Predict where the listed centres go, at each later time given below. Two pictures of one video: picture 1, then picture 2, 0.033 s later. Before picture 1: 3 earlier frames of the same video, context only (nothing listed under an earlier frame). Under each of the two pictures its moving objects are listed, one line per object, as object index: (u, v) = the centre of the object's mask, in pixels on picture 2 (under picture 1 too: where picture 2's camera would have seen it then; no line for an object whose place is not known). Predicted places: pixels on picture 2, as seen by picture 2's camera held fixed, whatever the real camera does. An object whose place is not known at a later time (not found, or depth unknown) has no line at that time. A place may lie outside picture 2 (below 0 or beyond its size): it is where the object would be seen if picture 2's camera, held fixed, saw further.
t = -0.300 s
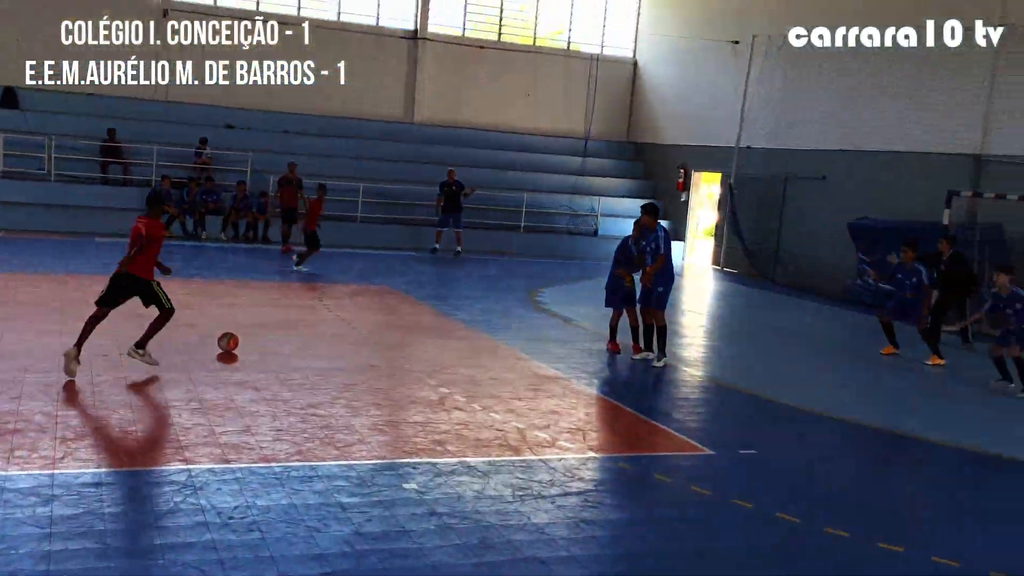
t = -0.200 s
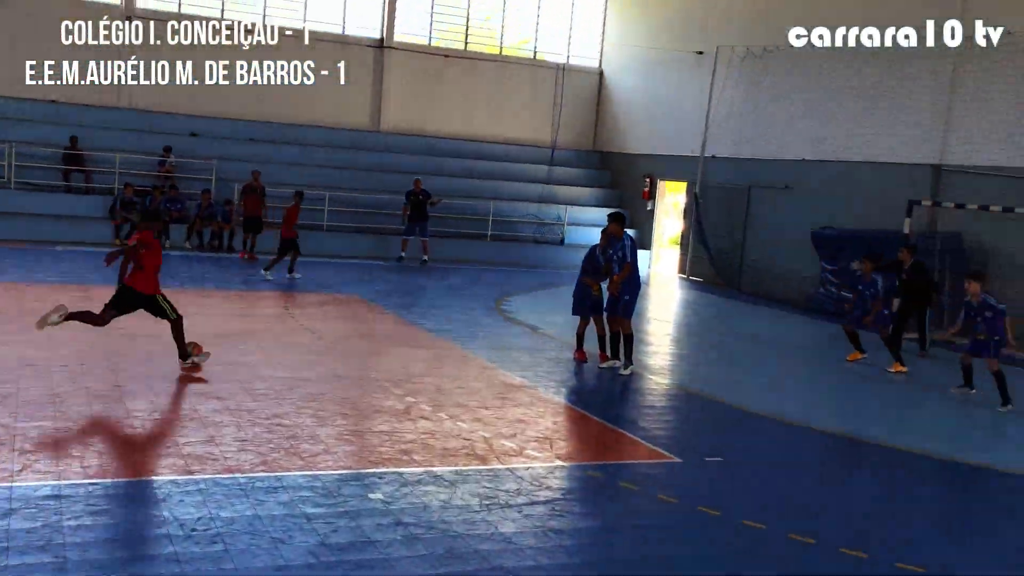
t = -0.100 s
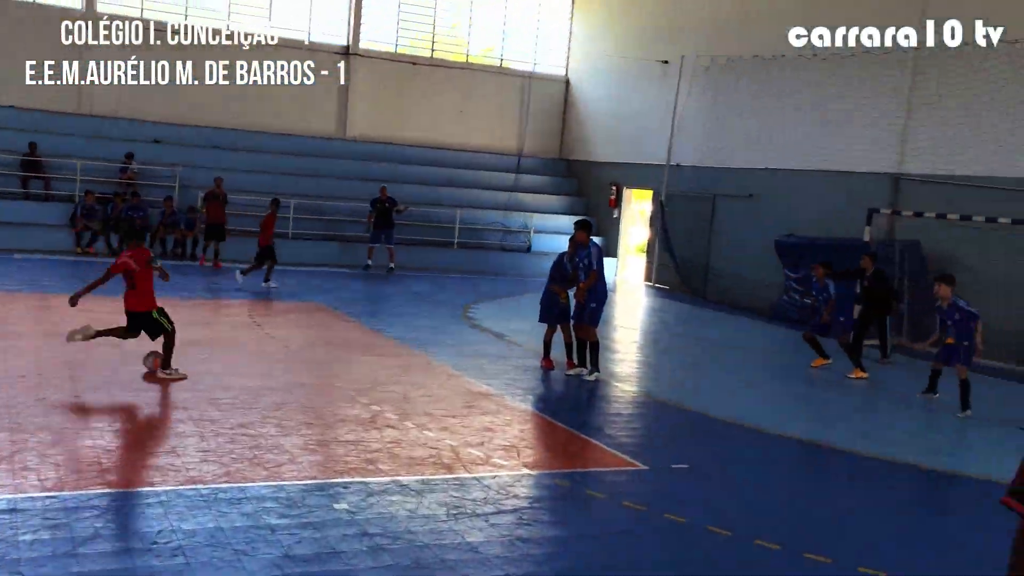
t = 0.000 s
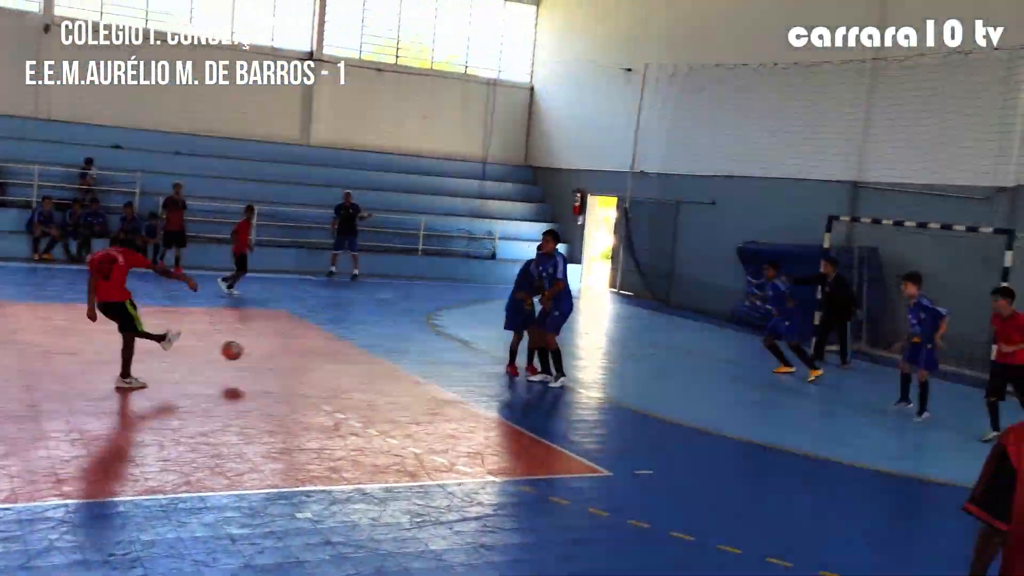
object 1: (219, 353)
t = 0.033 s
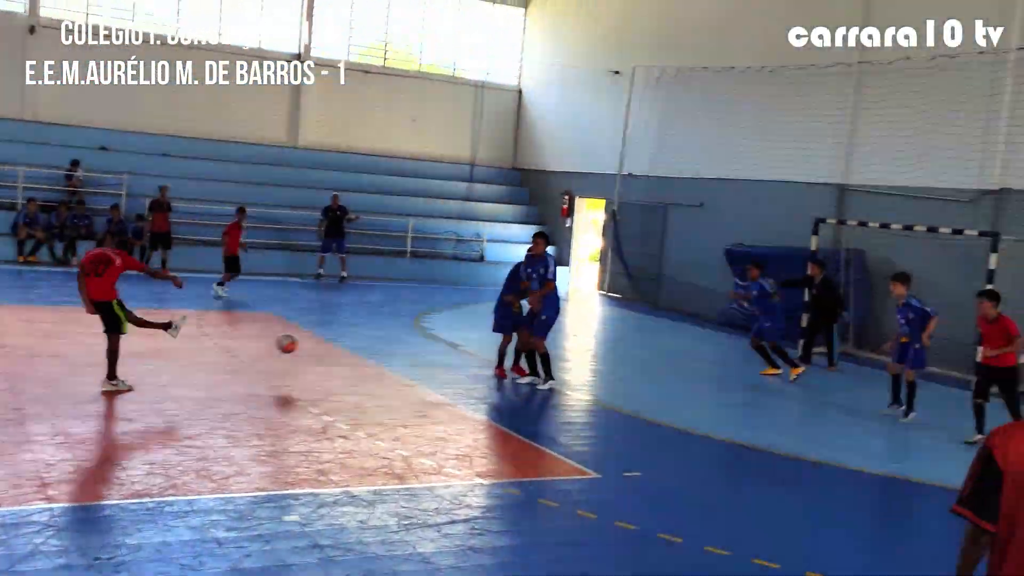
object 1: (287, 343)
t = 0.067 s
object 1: (350, 336)
